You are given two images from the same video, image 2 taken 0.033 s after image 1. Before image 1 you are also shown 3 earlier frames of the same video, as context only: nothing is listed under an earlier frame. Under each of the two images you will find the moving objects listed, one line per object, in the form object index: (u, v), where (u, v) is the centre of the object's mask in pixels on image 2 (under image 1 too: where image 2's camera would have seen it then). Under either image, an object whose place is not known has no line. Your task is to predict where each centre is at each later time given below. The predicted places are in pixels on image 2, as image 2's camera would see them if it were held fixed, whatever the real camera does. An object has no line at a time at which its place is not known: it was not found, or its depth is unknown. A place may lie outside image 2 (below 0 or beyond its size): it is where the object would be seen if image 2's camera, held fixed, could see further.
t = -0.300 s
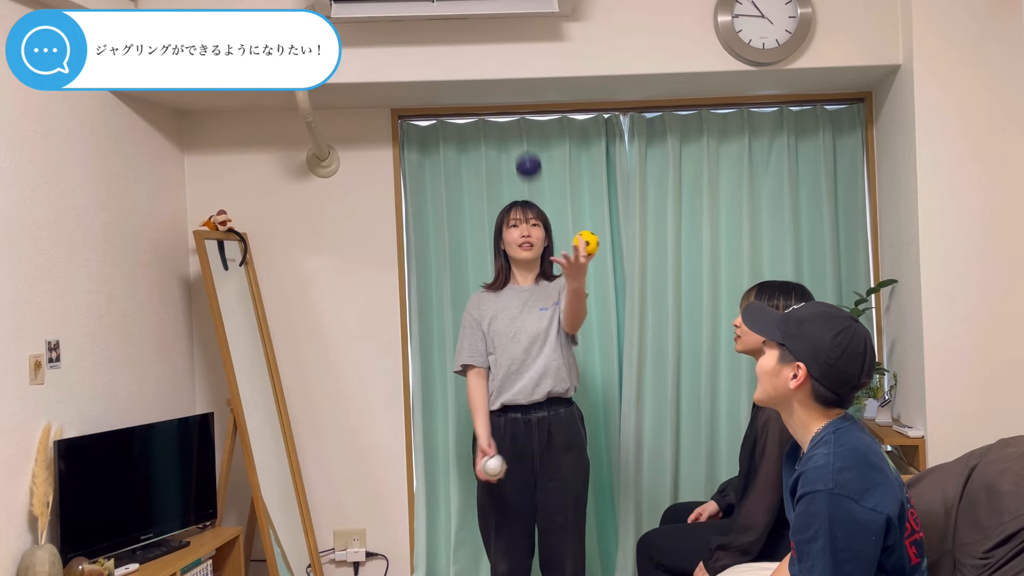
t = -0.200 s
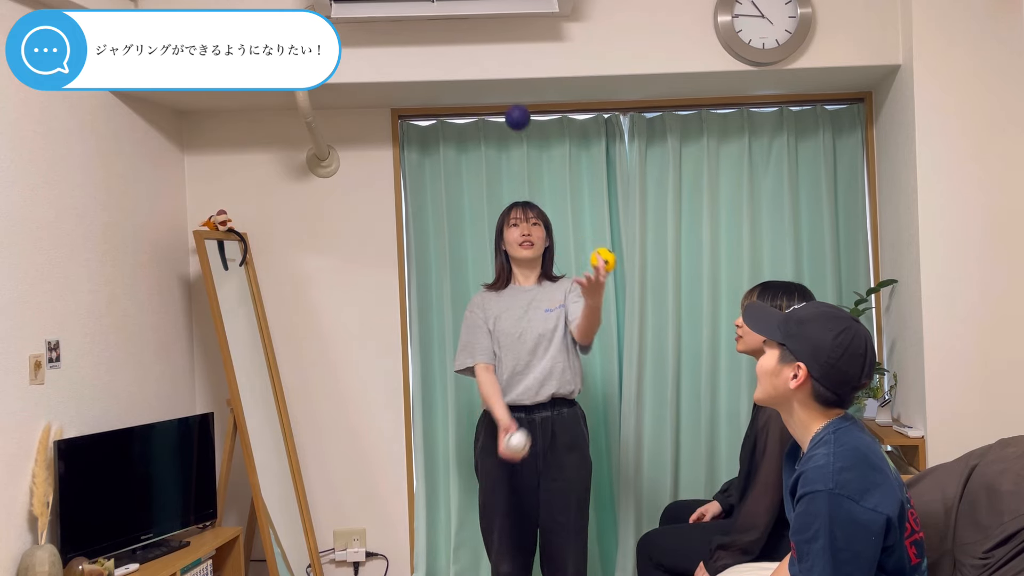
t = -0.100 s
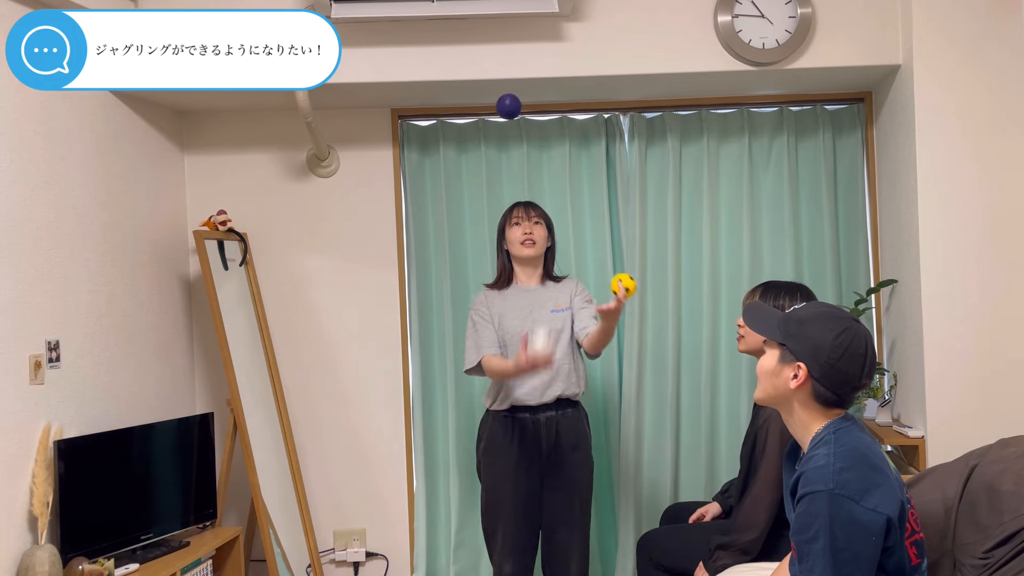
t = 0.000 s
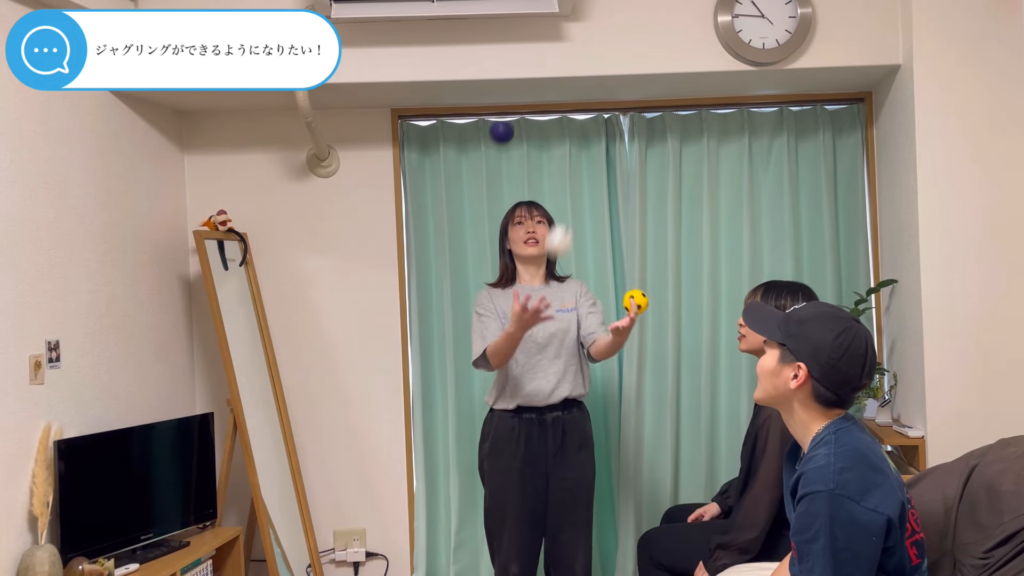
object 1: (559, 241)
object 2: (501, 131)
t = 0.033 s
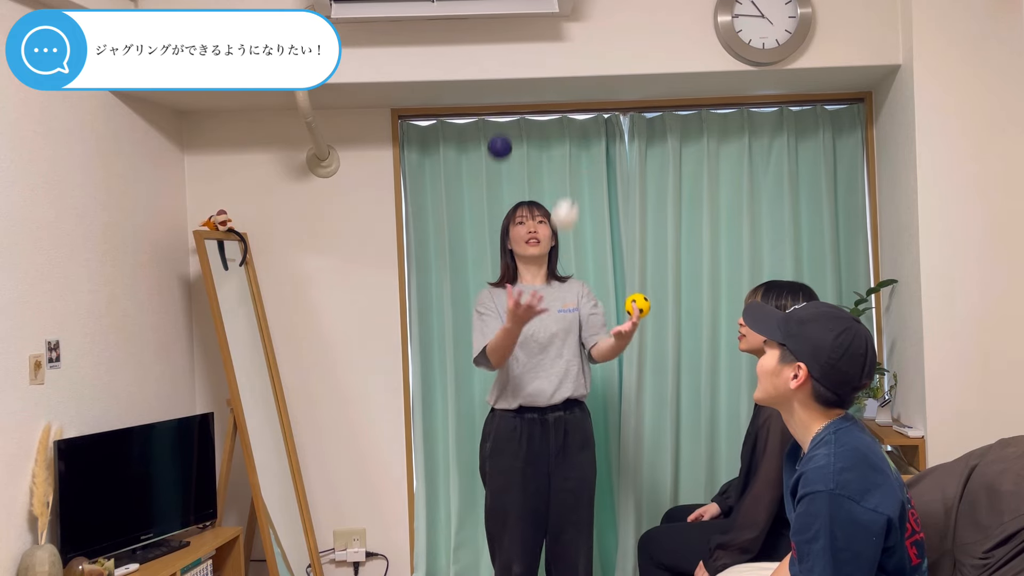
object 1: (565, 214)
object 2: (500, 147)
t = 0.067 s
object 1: (571, 191)
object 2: (498, 166)
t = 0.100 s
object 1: (578, 173)
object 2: (496, 189)
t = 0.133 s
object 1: (585, 159)
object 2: (495, 215)
